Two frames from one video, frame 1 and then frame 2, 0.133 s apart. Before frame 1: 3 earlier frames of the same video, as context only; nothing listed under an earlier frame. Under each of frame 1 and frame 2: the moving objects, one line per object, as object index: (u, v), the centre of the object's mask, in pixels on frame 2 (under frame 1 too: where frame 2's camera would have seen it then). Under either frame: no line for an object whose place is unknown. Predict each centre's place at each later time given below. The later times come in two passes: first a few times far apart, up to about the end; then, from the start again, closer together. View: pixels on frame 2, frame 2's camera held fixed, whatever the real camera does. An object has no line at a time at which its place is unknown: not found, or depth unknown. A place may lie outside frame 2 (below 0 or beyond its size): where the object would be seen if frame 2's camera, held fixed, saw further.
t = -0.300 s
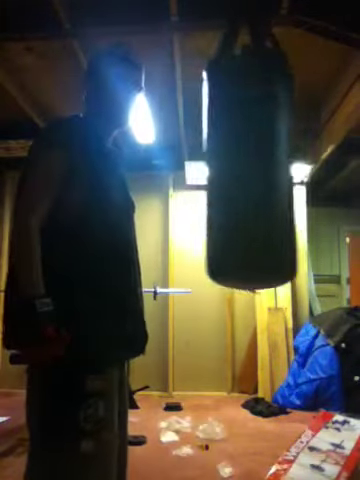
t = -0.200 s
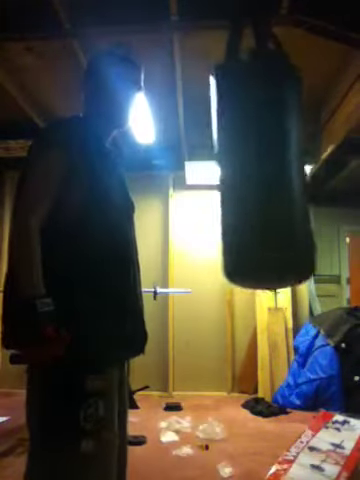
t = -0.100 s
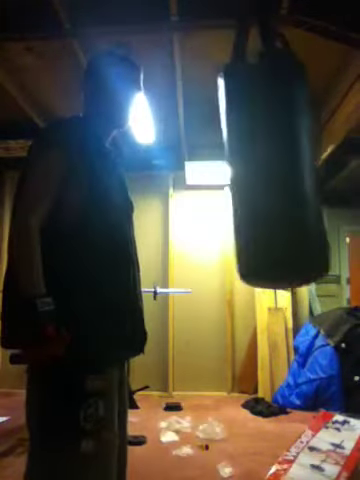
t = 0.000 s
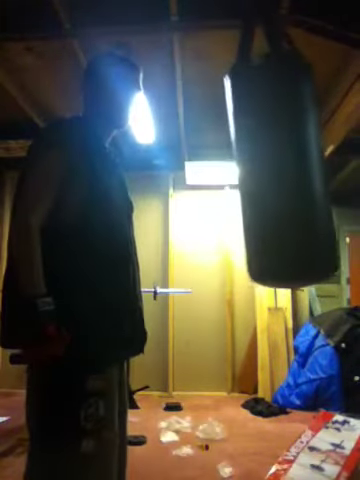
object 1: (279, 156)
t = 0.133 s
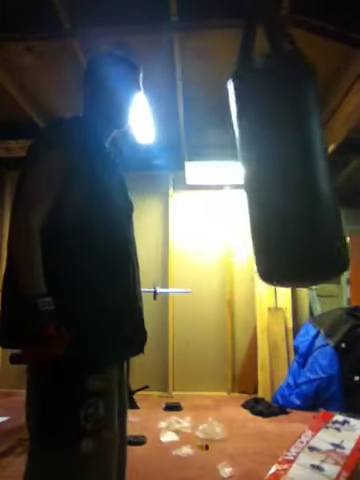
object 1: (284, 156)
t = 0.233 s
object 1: (284, 156)
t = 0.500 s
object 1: (270, 156)
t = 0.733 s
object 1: (244, 155)
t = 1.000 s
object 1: (213, 156)
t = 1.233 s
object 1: (201, 156)
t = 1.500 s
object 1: (209, 158)
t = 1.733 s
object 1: (234, 155)
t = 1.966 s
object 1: (263, 156)
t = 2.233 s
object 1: (282, 157)
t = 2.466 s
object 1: (280, 157)
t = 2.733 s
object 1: (260, 158)
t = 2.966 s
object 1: (233, 158)
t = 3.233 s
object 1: (208, 156)
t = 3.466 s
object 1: (202, 155)
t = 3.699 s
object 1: (216, 156)
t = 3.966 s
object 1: (246, 157)
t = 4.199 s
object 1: (271, 157)
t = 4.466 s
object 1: (281, 157)
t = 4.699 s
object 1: (274, 158)
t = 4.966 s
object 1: (249, 158)
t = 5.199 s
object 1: (222, 159)
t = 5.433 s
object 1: (205, 157)
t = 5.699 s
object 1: (206, 156)
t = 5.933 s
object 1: (225, 159)
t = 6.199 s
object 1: (257, 157)
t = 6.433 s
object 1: (277, 158)
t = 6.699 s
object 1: (280, 158)
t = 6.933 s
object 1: (265, 158)
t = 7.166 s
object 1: (241, 158)
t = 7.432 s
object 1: (214, 160)
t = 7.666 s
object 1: (204, 158)
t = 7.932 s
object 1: (213, 161)
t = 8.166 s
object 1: (239, 157)
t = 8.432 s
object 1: (268, 158)
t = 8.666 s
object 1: (280, 157)
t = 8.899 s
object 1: (277, 158)
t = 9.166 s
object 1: (257, 158)
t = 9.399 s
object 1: (232, 157)
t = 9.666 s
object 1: (210, 156)
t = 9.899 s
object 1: (206, 156)
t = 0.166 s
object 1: (284, 157)
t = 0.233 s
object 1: (284, 156)
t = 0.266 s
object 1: (284, 156)
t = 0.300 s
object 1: (283, 156)
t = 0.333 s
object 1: (282, 156)
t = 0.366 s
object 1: (280, 156)
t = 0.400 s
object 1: (278, 156)
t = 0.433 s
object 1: (275, 156)
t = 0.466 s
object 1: (273, 156)
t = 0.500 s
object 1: (270, 156)
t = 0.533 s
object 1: (267, 156)
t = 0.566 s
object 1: (264, 156)
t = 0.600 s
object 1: (260, 156)
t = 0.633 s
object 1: (256, 155)
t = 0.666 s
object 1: (252, 155)
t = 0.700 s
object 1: (249, 155)
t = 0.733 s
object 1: (244, 155)
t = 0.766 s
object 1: (240, 155)
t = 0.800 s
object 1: (236, 155)
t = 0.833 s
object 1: (232, 156)
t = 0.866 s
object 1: (228, 155)
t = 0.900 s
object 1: (224, 155)
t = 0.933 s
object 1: (221, 156)
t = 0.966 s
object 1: (217, 156)
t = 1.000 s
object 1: (213, 156)
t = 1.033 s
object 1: (210, 156)
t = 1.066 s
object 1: (208, 156)
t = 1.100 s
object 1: (206, 155)
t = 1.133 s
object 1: (204, 155)
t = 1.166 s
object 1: (203, 155)
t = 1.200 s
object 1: (202, 155)
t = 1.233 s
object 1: (201, 156)
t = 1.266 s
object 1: (201, 155)
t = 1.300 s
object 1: (201, 156)
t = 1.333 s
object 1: (201, 156)
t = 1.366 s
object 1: (202, 155)
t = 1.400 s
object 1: (203, 155)
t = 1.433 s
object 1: (205, 155)
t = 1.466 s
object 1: (207, 156)
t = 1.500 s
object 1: (209, 158)
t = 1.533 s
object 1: (212, 158)
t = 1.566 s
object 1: (215, 158)
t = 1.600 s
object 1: (218, 158)
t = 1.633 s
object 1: (222, 157)
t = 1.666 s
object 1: (226, 155)
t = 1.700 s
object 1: (230, 155)
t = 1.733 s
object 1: (234, 155)
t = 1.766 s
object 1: (239, 154)
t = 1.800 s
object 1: (243, 154)
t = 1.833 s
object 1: (247, 155)
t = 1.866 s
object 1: (251, 155)
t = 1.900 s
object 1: (255, 156)
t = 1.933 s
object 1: (259, 156)
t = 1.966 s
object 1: (263, 156)
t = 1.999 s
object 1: (266, 156)
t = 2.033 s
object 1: (269, 156)
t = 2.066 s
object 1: (272, 156)
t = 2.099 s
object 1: (274, 156)
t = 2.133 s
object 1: (277, 155)
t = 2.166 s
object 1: (279, 157)
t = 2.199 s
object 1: (280, 157)
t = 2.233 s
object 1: (282, 157)
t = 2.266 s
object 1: (282, 157)
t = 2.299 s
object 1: (283, 157)
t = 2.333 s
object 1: (283, 157)
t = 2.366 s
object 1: (283, 157)
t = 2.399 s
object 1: (282, 157)
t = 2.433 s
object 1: (281, 157)
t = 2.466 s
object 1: (280, 157)
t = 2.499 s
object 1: (278, 157)
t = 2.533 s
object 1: (277, 157)
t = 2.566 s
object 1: (274, 158)
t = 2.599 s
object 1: (272, 158)
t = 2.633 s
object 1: (269, 158)
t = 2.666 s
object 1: (266, 158)
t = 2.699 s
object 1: (263, 158)
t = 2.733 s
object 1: (260, 158)
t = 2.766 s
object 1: (256, 158)
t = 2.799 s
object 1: (252, 158)
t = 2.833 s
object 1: (249, 157)
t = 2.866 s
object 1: (245, 157)
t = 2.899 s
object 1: (241, 157)
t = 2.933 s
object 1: (237, 157)
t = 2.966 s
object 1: (233, 158)
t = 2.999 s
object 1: (229, 158)
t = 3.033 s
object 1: (225, 158)
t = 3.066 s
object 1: (221, 158)
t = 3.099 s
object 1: (218, 157)
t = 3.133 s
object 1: (214, 157)
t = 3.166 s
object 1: (212, 156)
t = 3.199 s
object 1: (210, 156)
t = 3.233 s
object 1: (208, 156)
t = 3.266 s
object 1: (206, 156)
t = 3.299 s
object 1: (204, 156)
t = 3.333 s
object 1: (203, 156)
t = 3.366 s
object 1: (202, 156)
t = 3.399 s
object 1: (202, 156)
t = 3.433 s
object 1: (202, 155)
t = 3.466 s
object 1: (202, 155)
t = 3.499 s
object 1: (203, 155)
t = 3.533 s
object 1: (204, 155)
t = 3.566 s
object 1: (206, 155)
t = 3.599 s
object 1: (207, 156)
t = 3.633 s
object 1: (209, 156)
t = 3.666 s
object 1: (212, 157)
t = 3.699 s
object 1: (216, 156)
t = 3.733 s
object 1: (219, 156)
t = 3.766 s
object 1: (222, 156)
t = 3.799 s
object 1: (226, 157)
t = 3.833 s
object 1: (230, 162)
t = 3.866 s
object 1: (234, 158)
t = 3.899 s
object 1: (238, 164)
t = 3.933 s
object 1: (242, 156)
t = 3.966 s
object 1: (246, 157)
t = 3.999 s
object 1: (250, 158)
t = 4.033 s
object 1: (254, 158)
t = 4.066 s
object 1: (258, 157)
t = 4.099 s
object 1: (261, 157)
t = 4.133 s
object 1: (265, 156)
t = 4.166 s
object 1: (268, 156)
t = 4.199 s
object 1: (271, 157)
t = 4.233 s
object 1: (273, 157)
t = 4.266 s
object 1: (276, 158)
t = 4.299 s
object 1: (277, 158)
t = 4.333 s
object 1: (279, 157)
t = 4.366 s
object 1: (280, 157)
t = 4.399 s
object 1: (281, 157)
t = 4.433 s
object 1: (281, 157)
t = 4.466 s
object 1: (281, 157)
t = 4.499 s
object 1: (281, 157)
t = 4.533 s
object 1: (281, 157)
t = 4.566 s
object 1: (280, 157)
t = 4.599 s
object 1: (279, 157)
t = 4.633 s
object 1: (278, 157)
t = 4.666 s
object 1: (276, 158)
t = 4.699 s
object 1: (274, 158)
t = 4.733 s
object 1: (272, 158)
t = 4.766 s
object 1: (269, 158)
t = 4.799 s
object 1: (266, 158)
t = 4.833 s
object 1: (263, 158)
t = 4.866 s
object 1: (259, 158)
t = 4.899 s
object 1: (255, 158)
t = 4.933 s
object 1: (252, 158)
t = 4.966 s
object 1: (249, 158)
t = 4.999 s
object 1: (245, 158)
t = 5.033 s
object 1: (241, 157)
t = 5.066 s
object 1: (237, 157)
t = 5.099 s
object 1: (233, 159)
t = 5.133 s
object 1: (229, 159)
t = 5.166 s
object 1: (225, 159)
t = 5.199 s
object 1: (222, 159)
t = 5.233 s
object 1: (218, 158)
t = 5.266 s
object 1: (215, 159)
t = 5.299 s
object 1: (213, 159)
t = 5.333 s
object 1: (210, 158)
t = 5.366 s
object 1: (208, 158)
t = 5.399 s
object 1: (206, 157)
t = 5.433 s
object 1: (205, 157)
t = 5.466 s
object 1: (203, 157)
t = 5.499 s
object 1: (203, 157)
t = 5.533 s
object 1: (202, 157)
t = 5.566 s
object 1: (202, 156)
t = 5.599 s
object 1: (202, 156)
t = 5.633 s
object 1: (203, 156)
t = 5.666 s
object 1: (204, 156)
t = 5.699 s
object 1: (206, 156)
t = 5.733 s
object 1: (208, 157)
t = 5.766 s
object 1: (210, 157)
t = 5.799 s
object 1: (212, 158)
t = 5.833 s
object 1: (215, 158)
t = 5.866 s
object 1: (218, 158)
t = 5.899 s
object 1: (222, 158)
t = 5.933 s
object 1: (225, 159)
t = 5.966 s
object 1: (229, 156)
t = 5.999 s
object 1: (234, 157)
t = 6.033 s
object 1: (238, 158)
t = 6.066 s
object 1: (242, 156)
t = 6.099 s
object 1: (246, 157)
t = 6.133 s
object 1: (250, 157)
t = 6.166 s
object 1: (254, 157)
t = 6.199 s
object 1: (257, 157)
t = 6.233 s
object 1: (261, 157)
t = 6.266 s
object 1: (264, 157)
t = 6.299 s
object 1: (267, 157)
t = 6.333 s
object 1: (270, 157)
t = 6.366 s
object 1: (273, 157)
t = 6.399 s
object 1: (275, 158)
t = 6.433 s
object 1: (277, 158)
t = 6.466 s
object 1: (278, 158)
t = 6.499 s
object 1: (279, 158)
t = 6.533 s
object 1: (280, 158)
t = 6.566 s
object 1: (281, 158)
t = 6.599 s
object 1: (281, 158)
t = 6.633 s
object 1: (281, 158)
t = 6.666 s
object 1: (281, 158)
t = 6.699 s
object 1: (280, 158)
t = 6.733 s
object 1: (279, 158)
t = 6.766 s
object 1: (277, 159)
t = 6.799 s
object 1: (275, 159)
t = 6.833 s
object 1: (273, 158)
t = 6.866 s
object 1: (271, 159)
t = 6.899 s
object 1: (268, 159)
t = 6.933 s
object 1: (265, 158)
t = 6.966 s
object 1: (263, 158)
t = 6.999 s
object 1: (260, 159)
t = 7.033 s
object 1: (256, 159)
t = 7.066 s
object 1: (253, 159)
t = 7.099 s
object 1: (249, 159)
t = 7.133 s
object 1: (245, 158)
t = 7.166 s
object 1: (241, 158)
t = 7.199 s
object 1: (237, 158)
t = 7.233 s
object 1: (233, 159)
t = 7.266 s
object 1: (230, 159)
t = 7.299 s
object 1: (228, 158)
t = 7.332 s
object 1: (224, 159)
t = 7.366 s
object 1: (221, 159)
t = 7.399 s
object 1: (217, 160)
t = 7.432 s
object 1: (214, 160)
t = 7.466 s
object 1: (211, 165)
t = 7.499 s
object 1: (209, 158)
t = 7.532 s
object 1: (208, 158)
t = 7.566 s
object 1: (206, 158)
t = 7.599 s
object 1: (205, 157)
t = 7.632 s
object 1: (204, 158)
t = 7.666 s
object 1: (204, 158)
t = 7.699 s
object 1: (204, 158)
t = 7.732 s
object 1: (204, 158)
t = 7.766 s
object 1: (204, 159)
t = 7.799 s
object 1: (205, 159)
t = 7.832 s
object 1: (207, 160)
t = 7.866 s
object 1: (209, 159)
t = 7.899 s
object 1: (211, 159)
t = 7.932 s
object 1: (213, 161)
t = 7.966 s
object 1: (216, 161)
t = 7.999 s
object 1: (219, 162)
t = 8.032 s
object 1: (223, 163)
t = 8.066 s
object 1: (228, 157)
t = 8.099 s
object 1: (231, 157)
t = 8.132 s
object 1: (235, 156)
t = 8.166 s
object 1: (239, 157)
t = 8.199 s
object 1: (243, 156)
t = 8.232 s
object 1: (247, 157)
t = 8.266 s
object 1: (251, 157)
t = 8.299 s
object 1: (254, 158)
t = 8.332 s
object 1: (259, 166)
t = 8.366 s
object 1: (262, 164)
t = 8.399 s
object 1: (265, 158)
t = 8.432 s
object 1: (268, 158)
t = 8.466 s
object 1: (271, 158)
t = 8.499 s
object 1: (273, 157)
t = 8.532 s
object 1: (275, 158)
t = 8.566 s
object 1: (277, 158)
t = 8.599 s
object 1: (278, 158)
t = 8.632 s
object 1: (279, 157)
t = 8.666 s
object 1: (280, 157)
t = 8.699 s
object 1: (281, 157)
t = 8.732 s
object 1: (281, 158)
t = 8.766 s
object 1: (281, 157)
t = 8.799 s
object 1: (281, 157)
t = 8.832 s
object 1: (280, 157)
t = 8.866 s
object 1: (279, 158)
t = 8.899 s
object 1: (277, 158)
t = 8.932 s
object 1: (276, 157)
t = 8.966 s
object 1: (273, 158)
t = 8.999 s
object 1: (271, 158)
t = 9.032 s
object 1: (269, 158)
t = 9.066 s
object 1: (266, 158)
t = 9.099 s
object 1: (263, 158)
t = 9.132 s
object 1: (260, 158)
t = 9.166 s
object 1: (257, 158)
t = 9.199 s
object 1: (254, 157)
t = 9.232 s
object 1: (250, 157)
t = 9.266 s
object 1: (246, 157)
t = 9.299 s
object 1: (242, 157)
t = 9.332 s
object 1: (239, 157)
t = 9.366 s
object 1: (235, 158)
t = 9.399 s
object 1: (232, 157)
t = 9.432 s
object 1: (229, 158)
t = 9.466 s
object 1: (225, 158)
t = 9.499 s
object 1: (221, 158)
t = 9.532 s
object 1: (219, 158)
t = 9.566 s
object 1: (216, 158)
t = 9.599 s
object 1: (214, 157)
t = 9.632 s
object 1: (212, 157)
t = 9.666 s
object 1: (210, 156)
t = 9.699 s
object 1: (208, 156)
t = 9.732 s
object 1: (207, 156)
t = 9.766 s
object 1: (206, 156)
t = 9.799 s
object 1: (205, 156)
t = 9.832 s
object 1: (205, 156)
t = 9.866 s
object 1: (206, 156)
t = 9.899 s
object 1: (206, 156)
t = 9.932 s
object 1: (207, 157)
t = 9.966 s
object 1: (208, 157)
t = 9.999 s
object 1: (211, 155)
